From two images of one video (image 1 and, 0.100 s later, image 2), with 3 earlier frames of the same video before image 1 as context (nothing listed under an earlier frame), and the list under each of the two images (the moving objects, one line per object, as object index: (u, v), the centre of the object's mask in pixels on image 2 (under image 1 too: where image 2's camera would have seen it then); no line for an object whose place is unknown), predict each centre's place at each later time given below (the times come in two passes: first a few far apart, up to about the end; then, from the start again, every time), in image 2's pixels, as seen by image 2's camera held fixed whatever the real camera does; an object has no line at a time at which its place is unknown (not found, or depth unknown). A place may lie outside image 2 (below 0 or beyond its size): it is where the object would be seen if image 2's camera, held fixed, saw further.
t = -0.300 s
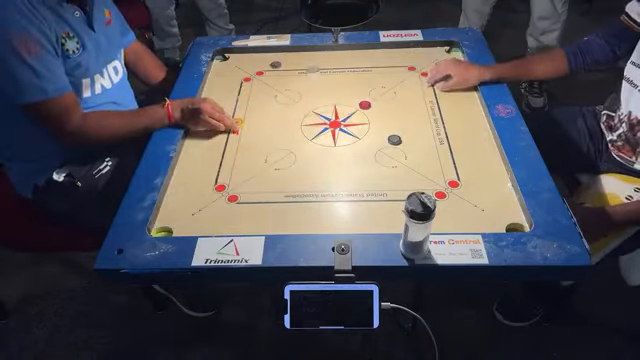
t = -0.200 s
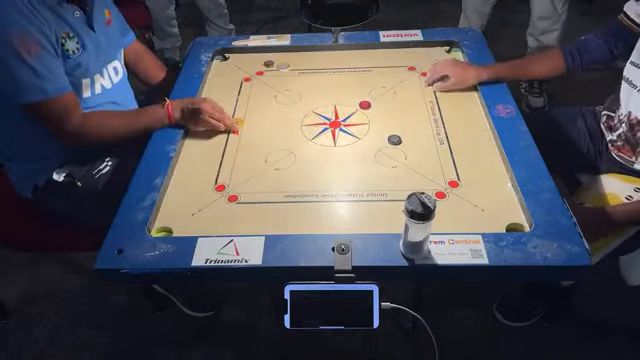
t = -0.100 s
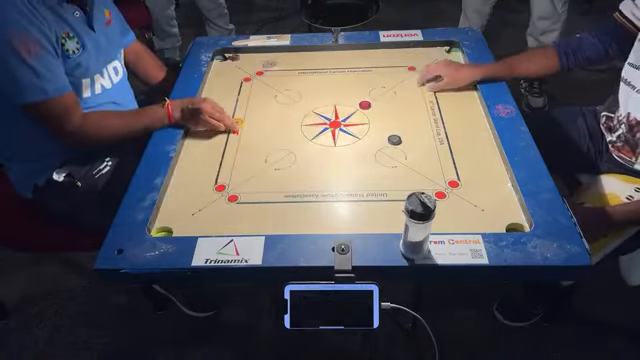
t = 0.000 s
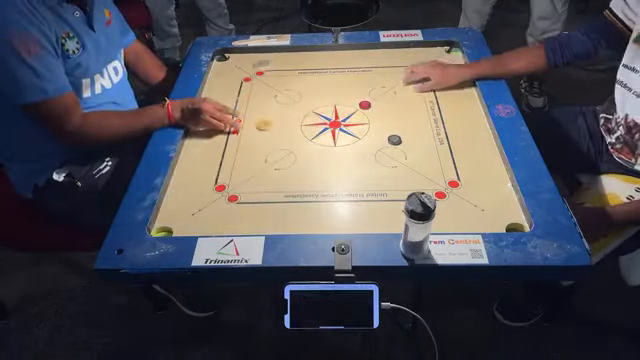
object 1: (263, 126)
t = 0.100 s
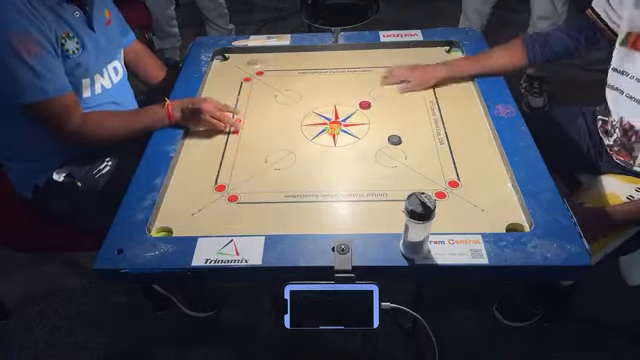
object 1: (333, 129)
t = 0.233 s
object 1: (412, 128)
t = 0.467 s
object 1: (456, 117)
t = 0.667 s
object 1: (405, 111)
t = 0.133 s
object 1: (357, 131)
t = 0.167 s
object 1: (377, 132)
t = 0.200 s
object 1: (396, 131)
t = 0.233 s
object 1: (412, 128)
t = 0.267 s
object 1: (426, 126)
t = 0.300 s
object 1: (441, 124)
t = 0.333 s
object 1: (457, 122)
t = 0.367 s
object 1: (470, 120)
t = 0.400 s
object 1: (477, 119)
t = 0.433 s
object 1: (466, 117)
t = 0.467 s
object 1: (456, 117)
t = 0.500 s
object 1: (447, 116)
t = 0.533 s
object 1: (436, 114)
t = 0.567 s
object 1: (427, 114)
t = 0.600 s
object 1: (419, 113)
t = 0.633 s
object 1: (412, 112)
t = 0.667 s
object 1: (405, 111)
